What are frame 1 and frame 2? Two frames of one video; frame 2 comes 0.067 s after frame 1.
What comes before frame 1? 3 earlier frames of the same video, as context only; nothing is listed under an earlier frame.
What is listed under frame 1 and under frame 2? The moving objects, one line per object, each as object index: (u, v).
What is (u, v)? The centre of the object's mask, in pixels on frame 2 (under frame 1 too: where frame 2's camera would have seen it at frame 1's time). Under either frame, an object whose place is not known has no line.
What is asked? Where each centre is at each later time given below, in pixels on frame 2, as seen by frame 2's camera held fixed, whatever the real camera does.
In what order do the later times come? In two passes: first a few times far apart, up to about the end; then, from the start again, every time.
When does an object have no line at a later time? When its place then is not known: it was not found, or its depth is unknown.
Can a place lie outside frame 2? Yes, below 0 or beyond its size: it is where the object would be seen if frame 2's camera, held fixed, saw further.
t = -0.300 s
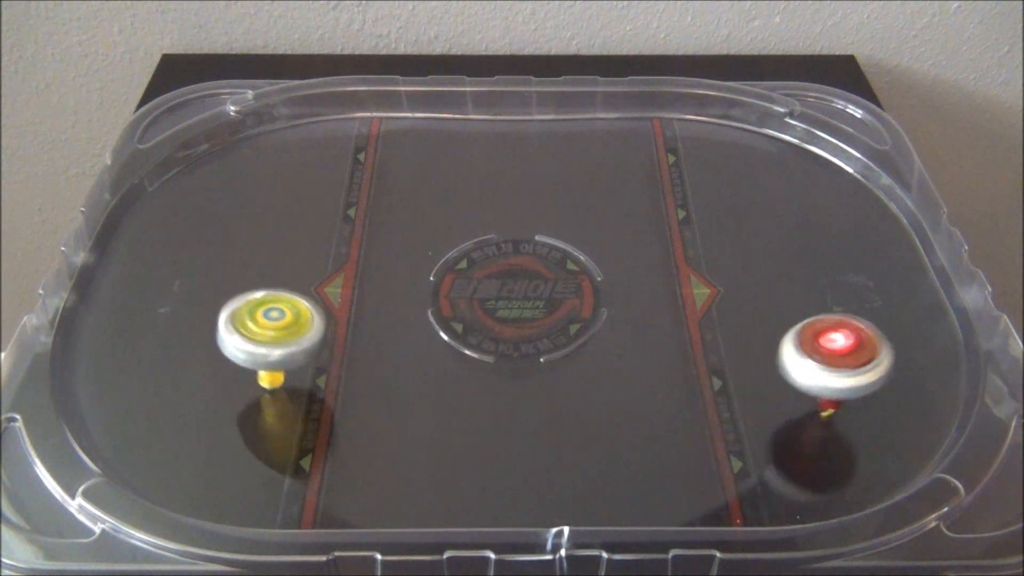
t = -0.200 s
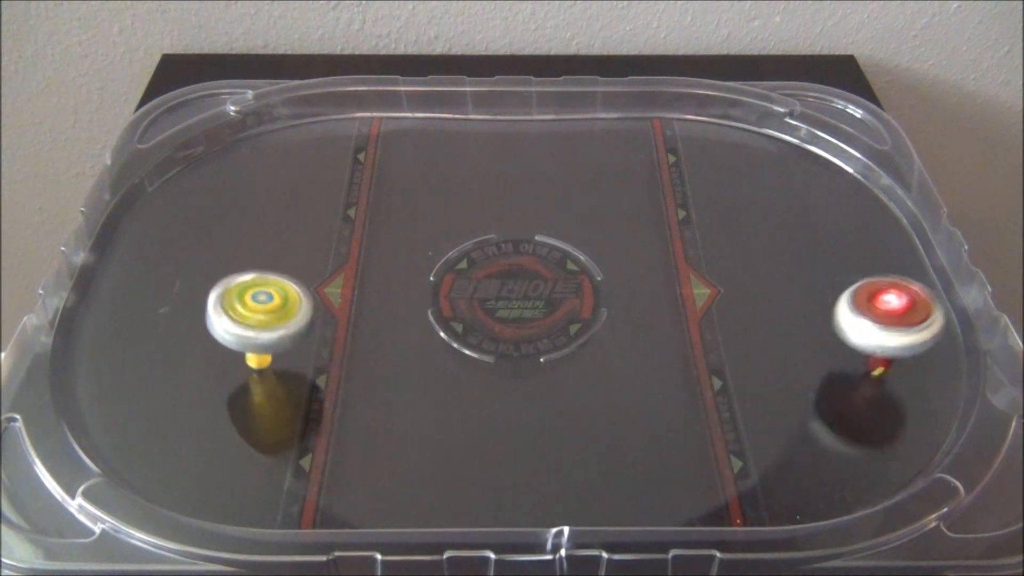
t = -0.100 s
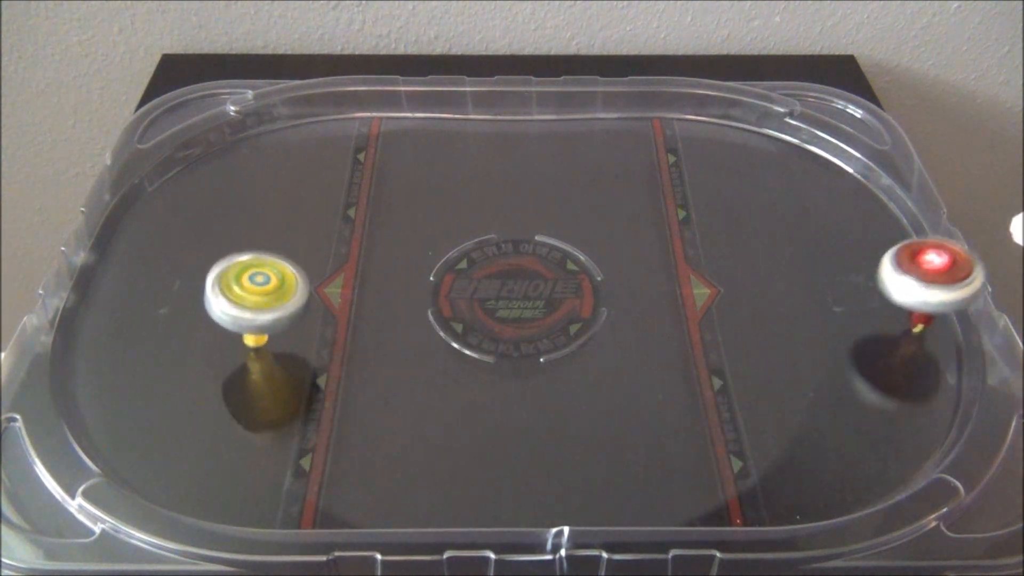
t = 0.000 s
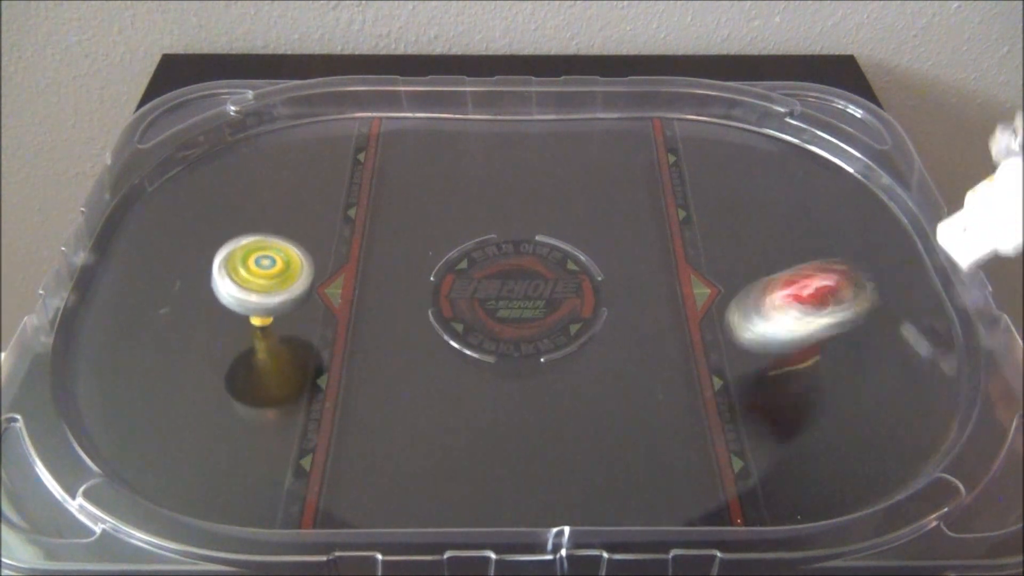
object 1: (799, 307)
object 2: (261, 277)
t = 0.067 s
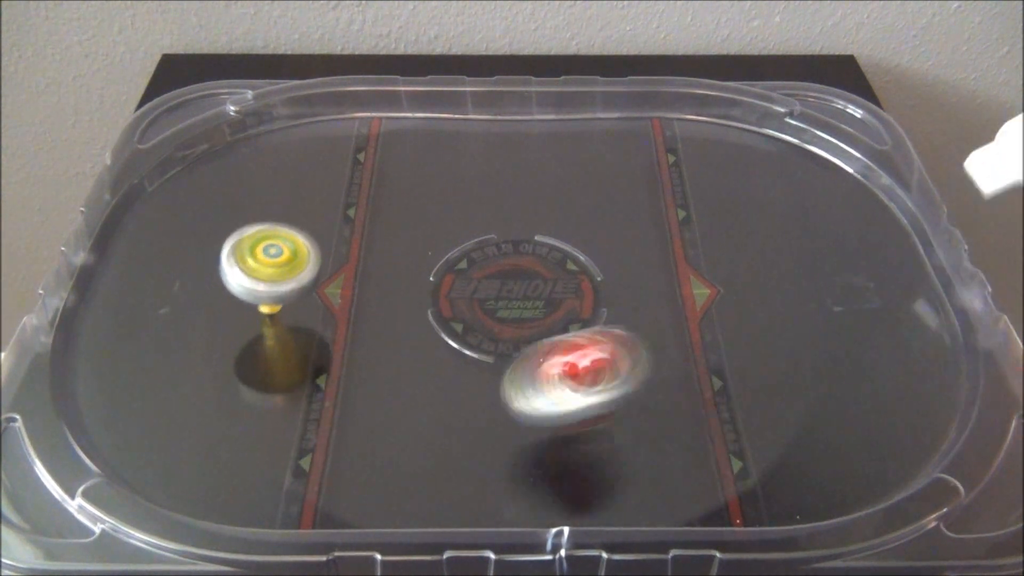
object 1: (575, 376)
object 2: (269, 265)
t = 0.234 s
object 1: (77, 408)
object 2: (307, 243)
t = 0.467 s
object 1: (212, 173)
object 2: (388, 232)
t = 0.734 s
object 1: (411, 80)
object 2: (469, 245)
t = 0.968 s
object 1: (547, 152)
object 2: (525, 277)
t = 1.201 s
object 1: (672, 163)
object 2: (553, 313)
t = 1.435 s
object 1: (766, 130)
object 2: (541, 360)
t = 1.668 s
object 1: (749, 117)
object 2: (490, 394)
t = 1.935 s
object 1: (680, 112)
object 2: (417, 392)
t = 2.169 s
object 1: (576, 148)
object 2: (376, 353)
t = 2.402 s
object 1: (527, 232)
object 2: (374, 304)
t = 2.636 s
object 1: (569, 325)
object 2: (411, 265)
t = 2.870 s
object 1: (707, 385)
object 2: (470, 244)
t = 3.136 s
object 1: (878, 348)
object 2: (543, 248)
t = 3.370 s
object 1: (916, 252)
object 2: (592, 270)
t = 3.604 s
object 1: (860, 176)
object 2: (558, 285)
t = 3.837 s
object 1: (737, 132)
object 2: (520, 297)
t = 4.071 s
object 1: (606, 160)
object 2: (457, 312)
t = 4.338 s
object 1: (510, 248)
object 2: (389, 295)
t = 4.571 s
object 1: (508, 334)
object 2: (362, 259)
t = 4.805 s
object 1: (601, 402)
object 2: (378, 225)
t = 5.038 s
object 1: (764, 405)
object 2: (424, 206)
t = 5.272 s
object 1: (864, 326)
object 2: (465, 195)
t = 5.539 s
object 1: (849, 214)
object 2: (495, 204)
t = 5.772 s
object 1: (758, 143)
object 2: (499, 246)
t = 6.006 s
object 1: (632, 127)
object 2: (471, 285)
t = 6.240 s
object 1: (516, 159)
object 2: (477, 283)
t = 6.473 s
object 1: (442, 170)
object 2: (453, 340)
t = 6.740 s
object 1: (441, 137)
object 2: (435, 477)
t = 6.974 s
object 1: (487, 189)
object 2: (439, 457)
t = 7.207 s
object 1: (537, 247)
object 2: (452, 412)
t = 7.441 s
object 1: (587, 313)
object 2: (484, 369)
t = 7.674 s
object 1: (648, 384)
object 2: (537, 341)
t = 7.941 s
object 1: (634, 423)
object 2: (605, 330)
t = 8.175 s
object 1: (510, 470)
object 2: (697, 259)
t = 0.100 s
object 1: (461, 403)
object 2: (275, 259)
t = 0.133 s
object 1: (346, 424)
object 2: (283, 254)
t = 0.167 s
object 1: (233, 441)
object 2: (289, 249)
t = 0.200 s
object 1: (122, 455)
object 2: (298, 246)
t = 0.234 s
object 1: (77, 408)
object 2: (307, 243)
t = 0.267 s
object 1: (63, 349)
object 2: (316, 240)
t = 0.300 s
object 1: (60, 308)
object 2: (327, 237)
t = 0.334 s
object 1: (67, 285)
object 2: (339, 235)
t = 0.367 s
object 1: (108, 261)
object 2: (351, 233)
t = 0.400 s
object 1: (143, 224)
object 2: (362, 233)
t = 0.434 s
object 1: (176, 190)
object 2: (376, 232)
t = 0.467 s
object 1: (212, 173)
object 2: (388, 232)
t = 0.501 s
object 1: (241, 151)
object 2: (400, 233)
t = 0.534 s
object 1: (267, 124)
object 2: (411, 233)
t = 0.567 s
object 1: (294, 110)
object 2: (423, 235)
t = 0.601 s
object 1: (319, 90)
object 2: (432, 235)
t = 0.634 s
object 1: (341, 74)
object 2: (440, 238)
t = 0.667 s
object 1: (363, 66)
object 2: (449, 240)
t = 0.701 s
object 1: (388, 73)
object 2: (458, 242)
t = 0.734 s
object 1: (411, 80)
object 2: (469, 245)
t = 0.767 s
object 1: (434, 93)
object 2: (477, 249)
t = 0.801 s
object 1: (456, 104)
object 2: (486, 252)
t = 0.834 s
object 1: (476, 116)
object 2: (495, 257)
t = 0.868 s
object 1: (494, 127)
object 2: (503, 261)
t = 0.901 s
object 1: (512, 138)
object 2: (511, 266)
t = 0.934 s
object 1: (530, 146)
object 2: (519, 272)
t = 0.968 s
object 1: (547, 152)
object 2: (525, 277)
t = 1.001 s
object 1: (565, 157)
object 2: (532, 282)
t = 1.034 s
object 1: (582, 161)
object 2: (538, 289)
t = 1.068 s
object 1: (600, 164)
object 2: (544, 296)
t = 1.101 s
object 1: (618, 165)
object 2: (548, 303)
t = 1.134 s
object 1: (636, 166)
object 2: (551, 305)
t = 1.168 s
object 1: (654, 165)
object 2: (552, 309)
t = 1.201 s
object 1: (672, 163)
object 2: (553, 313)
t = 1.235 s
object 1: (688, 160)
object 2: (554, 319)
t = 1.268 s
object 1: (704, 157)
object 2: (554, 325)
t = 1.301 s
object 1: (718, 153)
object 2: (554, 331)
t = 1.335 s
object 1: (732, 148)
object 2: (552, 339)
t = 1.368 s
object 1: (745, 142)
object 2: (549, 346)
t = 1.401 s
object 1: (756, 138)
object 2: (546, 353)
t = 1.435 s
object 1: (766, 130)
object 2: (541, 360)
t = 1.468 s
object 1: (774, 122)
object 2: (536, 366)
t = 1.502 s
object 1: (779, 112)
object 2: (530, 372)
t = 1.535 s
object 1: (782, 102)
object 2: (523, 378)
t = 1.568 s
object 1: (777, 98)
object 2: (516, 383)
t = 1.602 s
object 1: (765, 109)
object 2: (508, 388)
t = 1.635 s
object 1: (757, 111)
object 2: (499, 392)
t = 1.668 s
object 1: (749, 117)
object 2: (490, 394)
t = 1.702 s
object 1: (742, 120)
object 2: (481, 397)
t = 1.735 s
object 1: (736, 123)
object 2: (472, 399)
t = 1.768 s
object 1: (730, 122)
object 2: (462, 399)
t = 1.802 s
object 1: (723, 123)
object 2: (452, 399)
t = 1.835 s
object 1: (716, 120)
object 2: (443, 399)
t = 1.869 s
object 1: (706, 116)
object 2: (434, 398)
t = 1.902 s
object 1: (694, 114)
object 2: (426, 395)
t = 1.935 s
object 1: (680, 112)
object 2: (417, 392)
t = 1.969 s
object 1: (666, 110)
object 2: (410, 388)
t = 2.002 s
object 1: (651, 112)
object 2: (403, 383)
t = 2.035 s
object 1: (634, 116)
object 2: (396, 377)
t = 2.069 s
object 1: (619, 122)
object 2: (390, 372)
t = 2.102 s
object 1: (603, 129)
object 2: (385, 366)
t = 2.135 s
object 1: (588, 138)
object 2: (380, 359)
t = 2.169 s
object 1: (576, 148)
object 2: (376, 353)
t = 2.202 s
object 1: (564, 158)
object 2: (373, 346)
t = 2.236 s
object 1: (554, 169)
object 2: (371, 339)
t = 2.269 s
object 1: (545, 180)
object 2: (370, 332)
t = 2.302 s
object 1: (538, 193)
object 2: (370, 324)
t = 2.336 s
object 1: (532, 204)
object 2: (370, 317)
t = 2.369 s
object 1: (529, 218)
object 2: (372, 311)
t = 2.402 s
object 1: (527, 232)
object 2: (374, 304)
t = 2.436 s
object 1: (527, 245)
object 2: (377, 297)
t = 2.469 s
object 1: (529, 259)
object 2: (381, 291)
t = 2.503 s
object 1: (532, 273)
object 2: (386, 285)
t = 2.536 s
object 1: (539, 287)
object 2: (391, 279)
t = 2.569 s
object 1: (548, 301)
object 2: (398, 274)
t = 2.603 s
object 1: (557, 313)
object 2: (404, 269)
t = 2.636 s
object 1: (569, 325)
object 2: (411, 265)
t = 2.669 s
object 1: (584, 338)
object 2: (419, 260)
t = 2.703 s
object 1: (600, 349)
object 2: (427, 257)
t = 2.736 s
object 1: (618, 359)
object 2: (435, 253)
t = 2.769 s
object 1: (639, 368)
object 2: (444, 250)
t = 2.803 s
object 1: (661, 376)
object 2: (452, 248)
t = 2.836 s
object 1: (683, 381)
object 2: (461, 246)
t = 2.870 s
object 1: (707, 385)
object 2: (470, 244)
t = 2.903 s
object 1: (732, 388)
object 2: (479, 243)
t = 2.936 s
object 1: (756, 387)
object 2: (488, 242)
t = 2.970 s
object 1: (779, 385)
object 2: (498, 242)
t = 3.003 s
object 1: (802, 382)
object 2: (507, 243)
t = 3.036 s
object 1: (823, 376)
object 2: (517, 244)
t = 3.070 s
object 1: (844, 368)
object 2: (526, 245)
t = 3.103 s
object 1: (862, 359)
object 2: (535, 246)
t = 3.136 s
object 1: (878, 348)
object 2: (543, 248)
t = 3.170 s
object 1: (891, 336)
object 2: (552, 251)
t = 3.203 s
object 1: (902, 323)
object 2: (561, 254)
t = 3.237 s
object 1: (909, 309)
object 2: (568, 257)
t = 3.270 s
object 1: (915, 295)
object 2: (576, 260)
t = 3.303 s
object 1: (917, 280)
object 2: (583, 265)
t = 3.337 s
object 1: (918, 266)
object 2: (590, 269)
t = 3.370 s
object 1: (916, 252)
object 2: (592, 270)
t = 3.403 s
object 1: (912, 239)
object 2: (588, 272)
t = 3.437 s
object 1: (906, 226)
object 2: (579, 273)
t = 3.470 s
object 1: (899, 215)
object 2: (572, 272)
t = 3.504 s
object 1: (891, 205)
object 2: (566, 272)
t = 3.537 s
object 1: (883, 195)
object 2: (563, 275)
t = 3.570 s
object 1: (872, 186)
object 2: (560, 280)
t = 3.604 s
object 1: (860, 176)
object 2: (558, 285)
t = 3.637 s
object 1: (845, 166)
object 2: (556, 291)
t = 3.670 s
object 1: (830, 158)
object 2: (553, 296)
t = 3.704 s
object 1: (811, 151)
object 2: (547, 297)
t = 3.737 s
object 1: (793, 145)
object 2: (540, 295)
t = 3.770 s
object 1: (774, 139)
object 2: (534, 295)
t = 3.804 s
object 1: (755, 135)
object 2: (527, 296)
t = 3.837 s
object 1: (737, 132)
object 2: (520, 297)
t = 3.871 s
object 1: (718, 129)
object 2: (512, 300)
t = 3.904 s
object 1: (697, 131)
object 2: (504, 304)
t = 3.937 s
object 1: (677, 135)
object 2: (495, 307)
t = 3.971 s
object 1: (658, 140)
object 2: (486, 309)
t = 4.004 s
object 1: (640, 146)
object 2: (476, 311)
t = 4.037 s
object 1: (623, 153)
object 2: (467, 312)
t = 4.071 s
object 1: (606, 160)
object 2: (457, 312)
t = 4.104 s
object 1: (590, 169)
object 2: (447, 312)
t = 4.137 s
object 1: (575, 178)
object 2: (438, 311)
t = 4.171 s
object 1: (561, 188)
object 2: (429, 310)
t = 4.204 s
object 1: (548, 199)
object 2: (420, 308)
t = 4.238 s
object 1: (537, 210)
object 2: (411, 305)
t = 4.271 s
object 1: (526, 223)
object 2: (403, 302)
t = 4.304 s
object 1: (517, 235)
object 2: (396, 299)
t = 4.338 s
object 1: (510, 248)
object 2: (389, 295)
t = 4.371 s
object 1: (504, 262)
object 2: (383, 290)
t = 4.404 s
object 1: (500, 276)
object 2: (377, 286)
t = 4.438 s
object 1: (498, 291)
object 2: (372, 281)
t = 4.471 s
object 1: (498, 303)
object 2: (368, 276)
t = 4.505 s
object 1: (501, 315)
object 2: (365, 270)
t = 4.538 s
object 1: (504, 324)
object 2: (363, 265)
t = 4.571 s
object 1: (508, 334)
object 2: (362, 259)
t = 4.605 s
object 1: (512, 343)
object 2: (362, 254)
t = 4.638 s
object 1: (520, 353)
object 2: (363, 249)
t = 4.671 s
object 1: (530, 364)
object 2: (365, 244)
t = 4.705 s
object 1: (544, 375)
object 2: (367, 239)
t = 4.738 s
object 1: (560, 385)
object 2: (370, 234)
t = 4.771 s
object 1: (579, 394)
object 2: (374, 230)
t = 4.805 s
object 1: (601, 402)
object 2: (378, 225)
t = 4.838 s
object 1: (624, 408)
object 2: (383, 221)
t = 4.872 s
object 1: (648, 412)
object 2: (389, 218)
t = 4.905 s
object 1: (672, 414)
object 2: (395, 214)
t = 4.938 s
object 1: (696, 415)
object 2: (402, 212)
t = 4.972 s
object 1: (719, 413)
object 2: (409, 209)
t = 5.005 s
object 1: (742, 410)
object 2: (416, 207)
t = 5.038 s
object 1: (764, 405)
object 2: (424, 206)
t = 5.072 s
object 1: (785, 398)
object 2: (432, 205)
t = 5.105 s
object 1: (803, 388)
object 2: (440, 205)
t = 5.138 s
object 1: (820, 378)
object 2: (448, 205)
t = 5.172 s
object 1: (834, 366)
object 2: (456, 205)
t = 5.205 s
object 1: (846, 353)
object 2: (460, 203)
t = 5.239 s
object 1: (856, 340)
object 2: (462, 197)
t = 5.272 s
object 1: (864, 326)
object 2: (465, 195)
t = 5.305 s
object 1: (869, 312)
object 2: (470, 195)
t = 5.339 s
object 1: (873, 297)
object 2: (475, 196)
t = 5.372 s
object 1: (874, 283)
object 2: (478, 192)
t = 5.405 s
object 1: (873, 268)
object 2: (482, 190)
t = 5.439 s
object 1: (869, 254)
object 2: (485, 190)
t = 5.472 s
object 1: (865, 241)
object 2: (489, 193)
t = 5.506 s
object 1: (858, 227)
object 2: (492, 198)
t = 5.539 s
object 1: (849, 214)
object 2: (495, 204)
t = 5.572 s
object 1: (840, 203)
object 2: (497, 209)
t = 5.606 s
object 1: (829, 191)
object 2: (499, 215)
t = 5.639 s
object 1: (816, 180)
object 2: (500, 221)
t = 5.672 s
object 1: (802, 170)
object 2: (501, 227)
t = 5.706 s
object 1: (788, 161)
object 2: (501, 233)
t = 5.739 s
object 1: (773, 152)
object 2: (500, 239)
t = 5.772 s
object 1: (758, 143)
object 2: (499, 246)
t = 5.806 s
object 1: (742, 137)
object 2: (497, 252)
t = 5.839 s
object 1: (726, 131)
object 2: (494, 258)
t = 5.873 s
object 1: (707, 127)
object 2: (491, 264)
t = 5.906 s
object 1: (688, 125)
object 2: (487, 270)
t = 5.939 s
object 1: (669, 125)
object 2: (482, 275)
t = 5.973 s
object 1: (650, 125)
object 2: (477, 280)
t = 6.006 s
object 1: (632, 127)
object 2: (471, 285)
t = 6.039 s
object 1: (614, 129)
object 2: (465, 290)
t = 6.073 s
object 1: (596, 132)
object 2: (459, 294)
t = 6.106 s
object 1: (579, 136)
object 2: (459, 293)
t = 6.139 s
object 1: (562, 141)
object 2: (462, 293)
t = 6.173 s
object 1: (547, 146)
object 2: (467, 292)
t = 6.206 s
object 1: (531, 152)
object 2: (473, 287)
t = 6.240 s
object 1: (516, 159)
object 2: (477, 283)
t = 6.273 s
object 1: (502, 167)
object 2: (478, 281)
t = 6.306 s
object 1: (490, 176)
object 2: (477, 279)
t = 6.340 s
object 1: (478, 186)
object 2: (474, 277)
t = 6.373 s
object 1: (468, 196)
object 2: (468, 275)
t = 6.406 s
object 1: (458, 205)
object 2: (461, 275)
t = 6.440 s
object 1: (450, 190)
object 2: (456, 303)
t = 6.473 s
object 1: (442, 170)
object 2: (453, 340)
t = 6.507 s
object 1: (436, 154)
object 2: (449, 370)
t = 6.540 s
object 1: (430, 142)
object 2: (446, 398)
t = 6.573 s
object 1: (426, 132)
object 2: (443, 422)
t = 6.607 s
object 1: (423, 127)
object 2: (440, 443)
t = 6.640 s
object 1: (423, 125)
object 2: (437, 458)
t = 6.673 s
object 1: (427, 127)
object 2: (436, 468)
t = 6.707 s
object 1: (434, 132)
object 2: (435, 474)
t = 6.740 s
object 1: (441, 137)
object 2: (435, 477)
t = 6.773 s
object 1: (448, 142)
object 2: (434, 477)
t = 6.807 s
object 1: (454, 149)
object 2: (435, 475)
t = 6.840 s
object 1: (461, 157)
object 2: (435, 472)
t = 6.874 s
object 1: (468, 165)
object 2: (436, 469)
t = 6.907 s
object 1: (475, 174)
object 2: (437, 465)
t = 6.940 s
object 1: (482, 183)
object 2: (438, 461)
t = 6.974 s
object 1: (487, 189)
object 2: (439, 457)
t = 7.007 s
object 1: (489, 191)
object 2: (440, 451)
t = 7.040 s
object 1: (492, 197)
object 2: (441, 446)
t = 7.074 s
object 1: (496, 204)
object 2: (443, 440)
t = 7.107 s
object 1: (502, 212)
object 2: (444, 432)
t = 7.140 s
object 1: (512, 223)
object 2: (446, 426)
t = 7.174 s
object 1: (525, 235)
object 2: (448, 419)
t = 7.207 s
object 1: (537, 247)
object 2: (452, 412)
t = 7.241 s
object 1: (547, 259)
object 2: (454, 406)
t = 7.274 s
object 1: (556, 270)
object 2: (458, 399)
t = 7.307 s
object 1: (565, 281)
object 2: (463, 393)
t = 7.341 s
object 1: (574, 292)
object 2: (468, 386)
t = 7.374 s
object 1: (578, 297)
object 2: (473, 381)
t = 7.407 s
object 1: (582, 305)
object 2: (479, 375)
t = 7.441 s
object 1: (587, 313)
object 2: (484, 369)
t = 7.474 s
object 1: (595, 323)
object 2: (491, 364)
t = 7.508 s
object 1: (606, 332)
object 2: (497, 360)
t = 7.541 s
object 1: (616, 343)
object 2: (505, 355)
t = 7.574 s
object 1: (626, 354)
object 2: (512, 351)
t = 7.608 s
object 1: (635, 366)
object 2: (520, 347)
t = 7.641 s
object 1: (642, 375)
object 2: (528, 344)
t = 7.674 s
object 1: (648, 384)
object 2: (537, 341)
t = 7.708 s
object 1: (652, 392)
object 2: (545, 339)
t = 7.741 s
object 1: (655, 400)
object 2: (554, 336)
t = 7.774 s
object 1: (656, 408)
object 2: (562, 335)
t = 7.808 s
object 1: (656, 414)
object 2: (571, 333)
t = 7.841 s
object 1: (652, 419)
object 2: (580, 332)
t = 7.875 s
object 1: (647, 423)
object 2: (588, 331)
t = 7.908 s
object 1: (641, 424)
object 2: (597, 331)
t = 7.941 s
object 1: (634, 423)
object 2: (605, 330)
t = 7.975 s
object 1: (626, 421)
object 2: (614, 330)
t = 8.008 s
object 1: (617, 418)
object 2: (622, 330)
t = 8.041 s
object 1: (603, 419)
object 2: (633, 327)
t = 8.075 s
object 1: (578, 437)
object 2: (654, 307)
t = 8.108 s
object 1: (553, 451)
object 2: (671, 287)
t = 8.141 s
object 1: (531, 462)
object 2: (685, 271)
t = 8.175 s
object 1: (510, 470)
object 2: (697, 259)
